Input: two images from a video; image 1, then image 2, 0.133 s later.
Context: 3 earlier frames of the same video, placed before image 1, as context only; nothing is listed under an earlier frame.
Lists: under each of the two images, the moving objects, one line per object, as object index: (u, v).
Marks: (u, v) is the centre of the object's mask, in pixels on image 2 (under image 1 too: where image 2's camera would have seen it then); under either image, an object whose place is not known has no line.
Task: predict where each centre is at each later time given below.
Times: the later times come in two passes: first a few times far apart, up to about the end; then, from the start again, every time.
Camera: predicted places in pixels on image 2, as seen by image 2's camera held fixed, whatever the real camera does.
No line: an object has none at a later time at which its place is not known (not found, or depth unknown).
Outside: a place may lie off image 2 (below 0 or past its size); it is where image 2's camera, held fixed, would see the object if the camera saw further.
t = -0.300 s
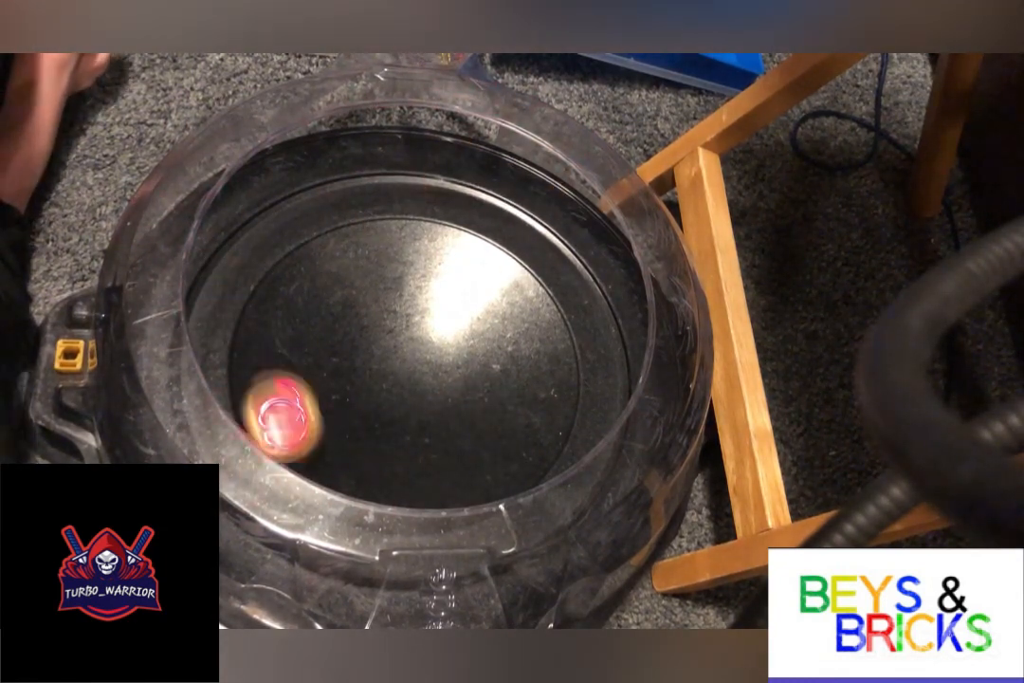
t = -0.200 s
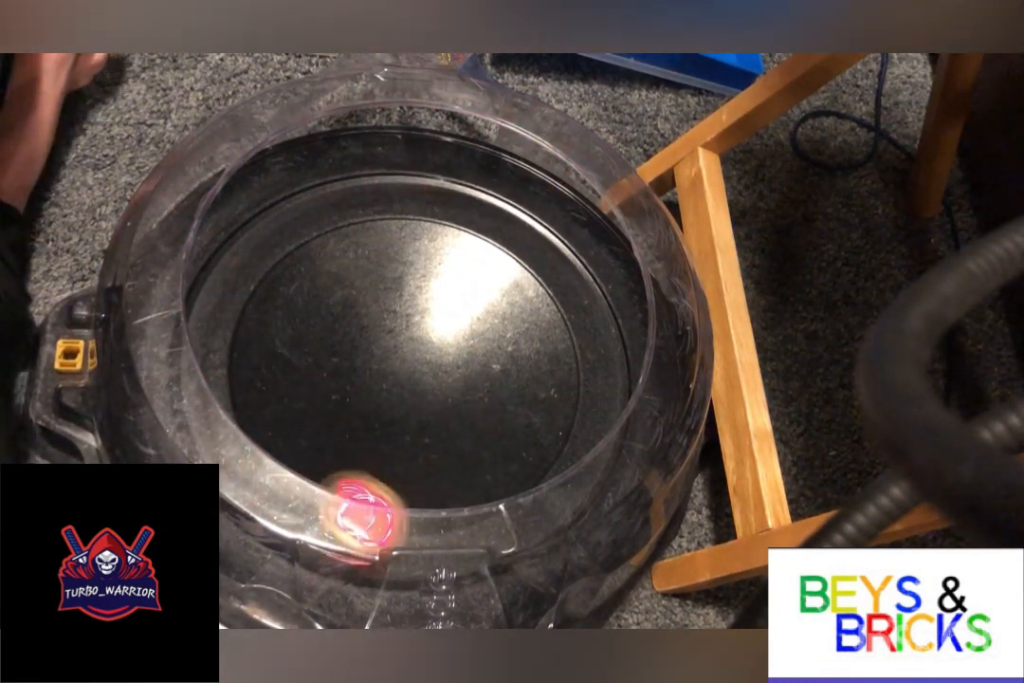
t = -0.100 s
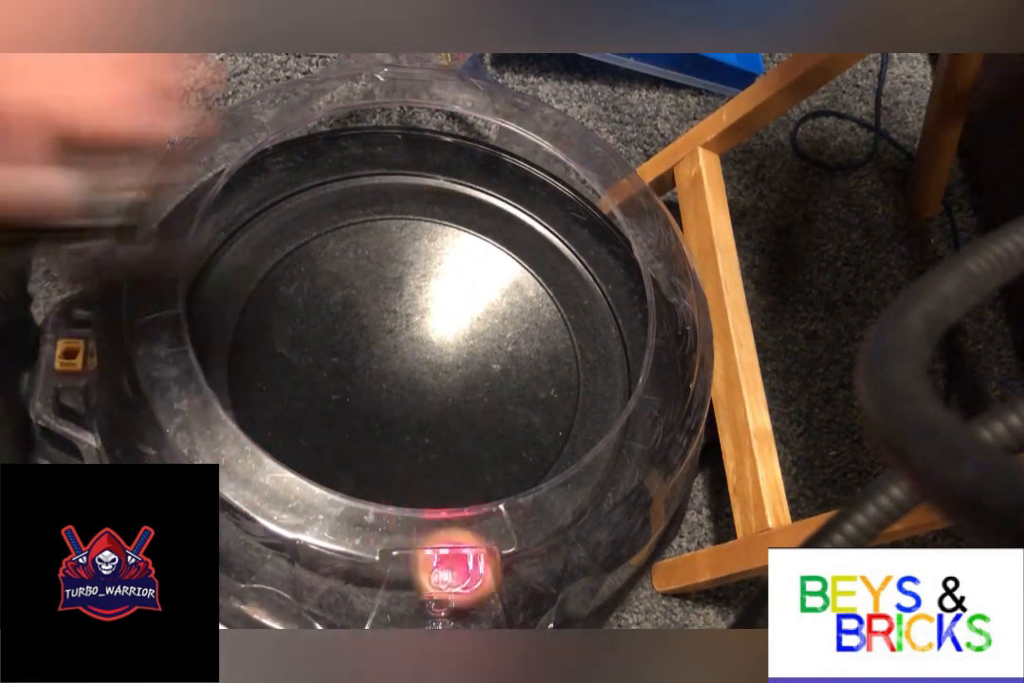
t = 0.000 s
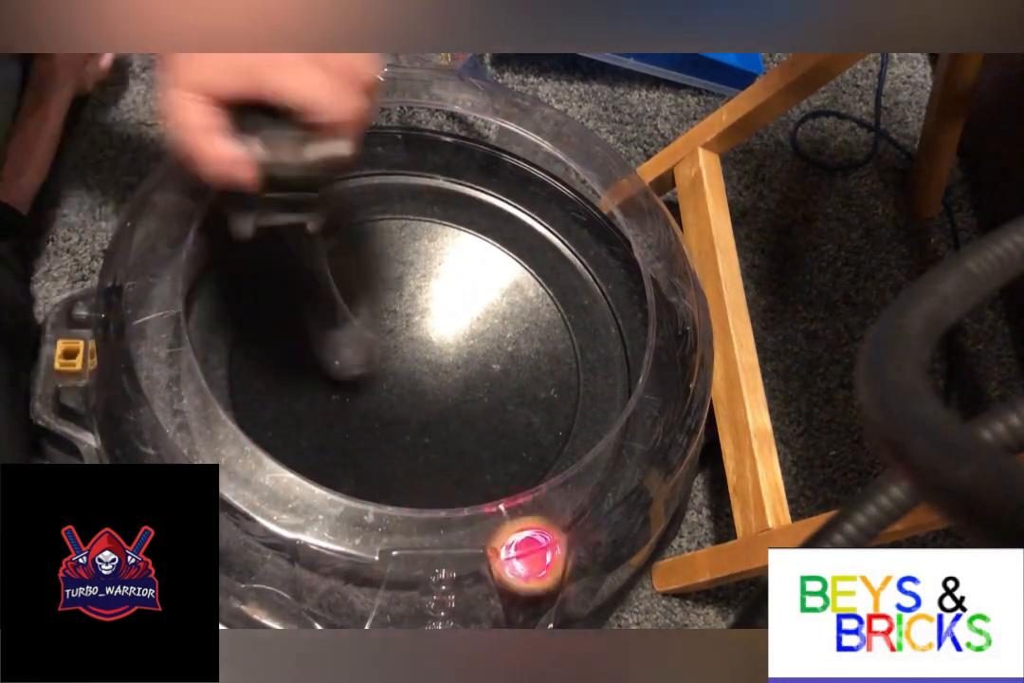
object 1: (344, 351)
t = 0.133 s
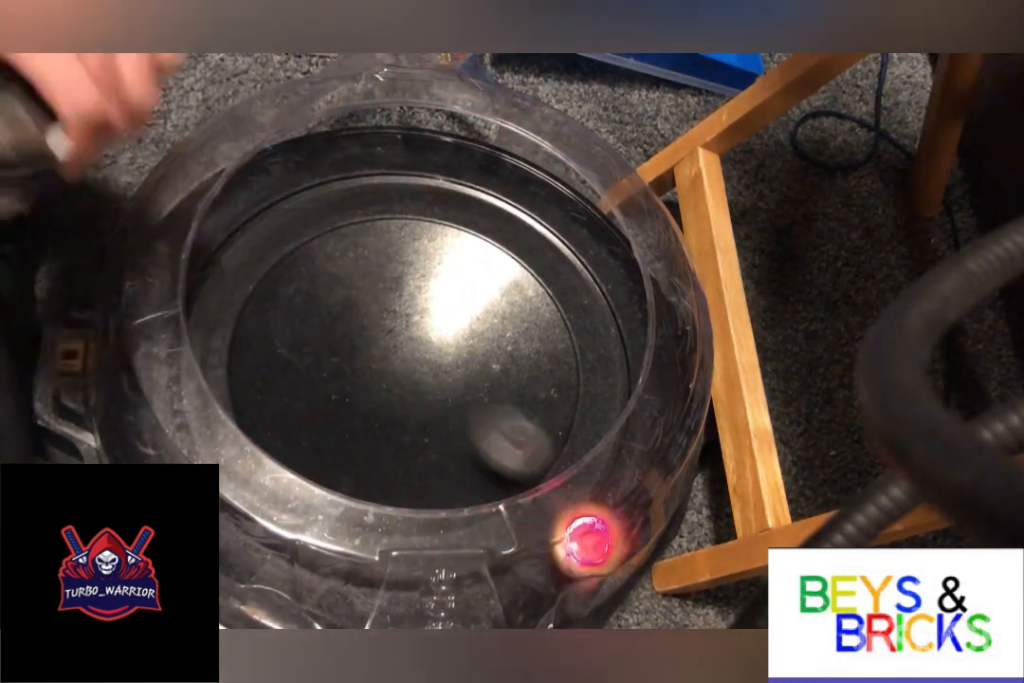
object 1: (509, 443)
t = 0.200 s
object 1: (566, 457)
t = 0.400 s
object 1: (569, 241)
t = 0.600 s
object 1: (448, 148)
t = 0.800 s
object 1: (336, 133)
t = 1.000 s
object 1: (322, 169)
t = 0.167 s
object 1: (539, 450)
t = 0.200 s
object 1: (566, 457)
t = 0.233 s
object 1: (583, 435)
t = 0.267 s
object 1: (591, 393)
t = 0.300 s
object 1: (591, 352)
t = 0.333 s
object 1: (584, 313)
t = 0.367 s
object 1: (578, 278)
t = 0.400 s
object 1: (569, 241)
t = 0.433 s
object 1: (557, 215)
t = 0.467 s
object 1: (538, 195)
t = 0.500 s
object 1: (516, 178)
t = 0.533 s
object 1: (494, 164)
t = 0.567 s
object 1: (470, 155)
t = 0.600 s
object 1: (448, 148)
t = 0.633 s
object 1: (424, 137)
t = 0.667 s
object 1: (405, 128)
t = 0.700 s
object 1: (386, 122)
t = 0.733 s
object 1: (368, 123)
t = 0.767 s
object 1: (350, 130)
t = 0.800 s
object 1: (336, 133)
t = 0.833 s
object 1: (336, 148)
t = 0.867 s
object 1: (335, 159)
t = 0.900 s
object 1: (334, 172)
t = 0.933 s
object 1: (331, 177)
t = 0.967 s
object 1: (327, 172)
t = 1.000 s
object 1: (322, 169)
